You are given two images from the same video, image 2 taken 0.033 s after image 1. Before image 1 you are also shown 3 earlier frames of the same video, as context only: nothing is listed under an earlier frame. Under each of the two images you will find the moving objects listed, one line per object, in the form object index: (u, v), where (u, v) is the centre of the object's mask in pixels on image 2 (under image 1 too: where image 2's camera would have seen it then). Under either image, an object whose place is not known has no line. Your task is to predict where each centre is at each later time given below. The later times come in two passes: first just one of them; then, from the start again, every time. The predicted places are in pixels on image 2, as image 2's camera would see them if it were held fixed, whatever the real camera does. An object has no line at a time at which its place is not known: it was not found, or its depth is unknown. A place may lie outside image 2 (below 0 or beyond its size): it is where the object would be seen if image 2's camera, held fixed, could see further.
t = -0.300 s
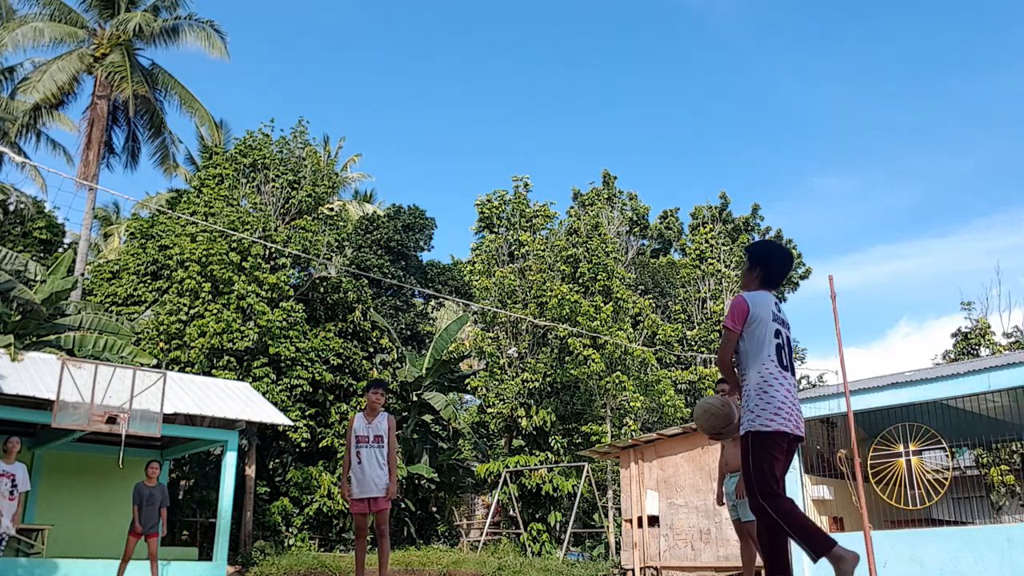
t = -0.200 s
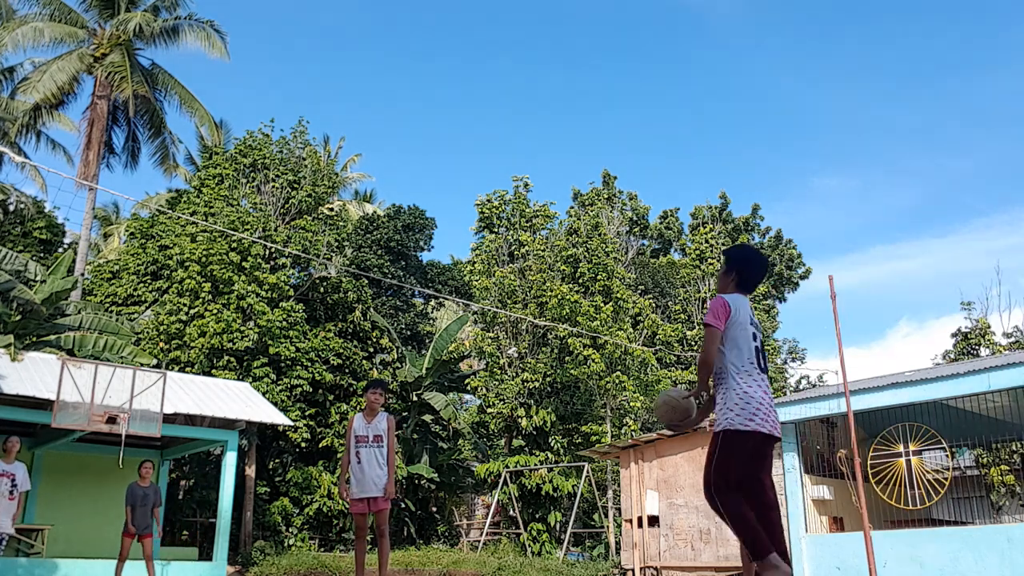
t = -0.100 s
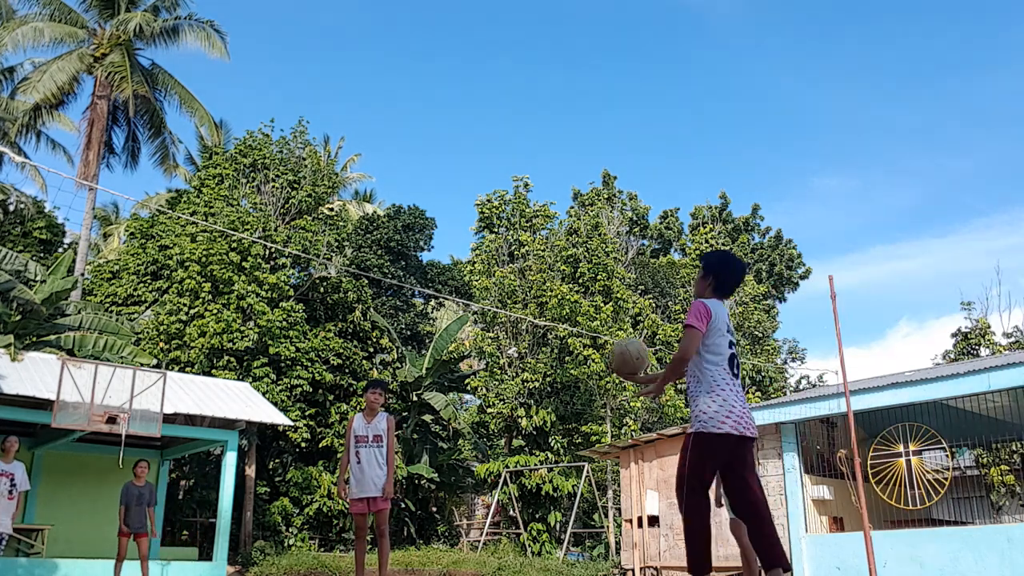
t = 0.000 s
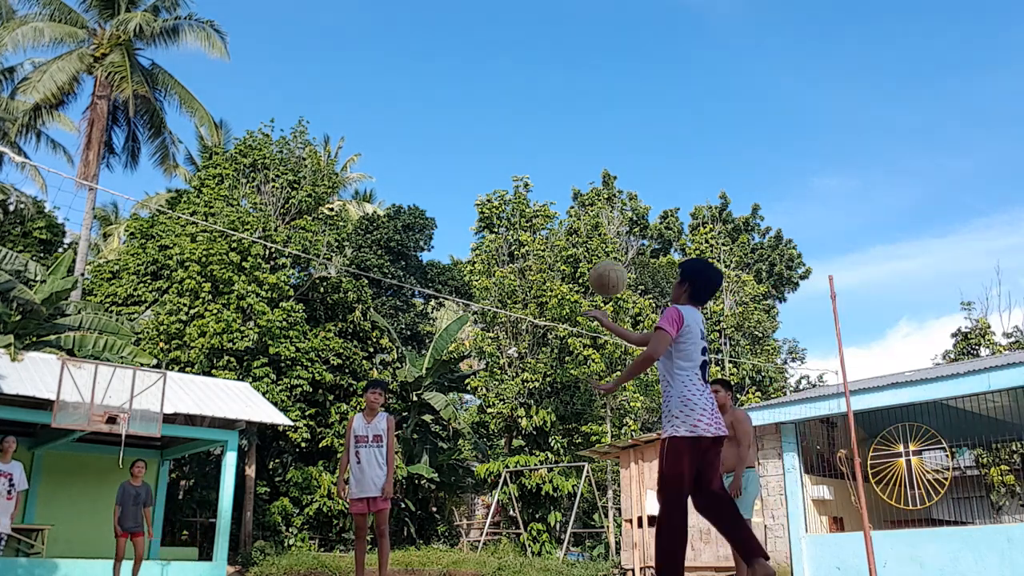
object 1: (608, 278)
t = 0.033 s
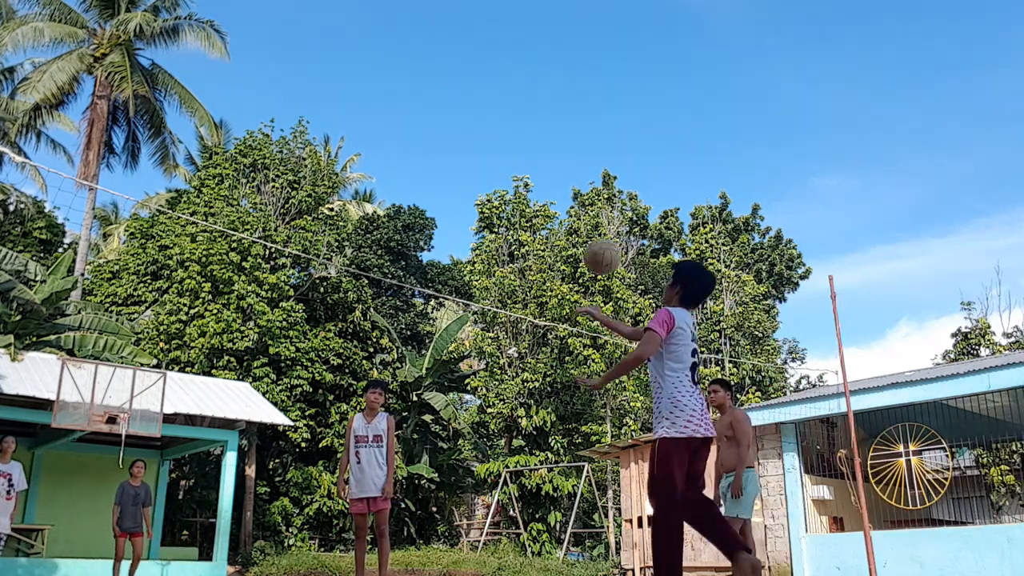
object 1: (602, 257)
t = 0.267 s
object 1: (564, 160)
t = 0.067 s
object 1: (597, 236)
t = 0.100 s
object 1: (590, 219)
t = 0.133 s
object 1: (585, 203)
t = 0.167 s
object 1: (580, 190)
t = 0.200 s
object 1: (575, 178)
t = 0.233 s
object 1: (570, 168)
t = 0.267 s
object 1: (564, 160)
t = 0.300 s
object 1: (559, 153)
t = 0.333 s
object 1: (555, 149)
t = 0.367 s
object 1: (550, 146)
